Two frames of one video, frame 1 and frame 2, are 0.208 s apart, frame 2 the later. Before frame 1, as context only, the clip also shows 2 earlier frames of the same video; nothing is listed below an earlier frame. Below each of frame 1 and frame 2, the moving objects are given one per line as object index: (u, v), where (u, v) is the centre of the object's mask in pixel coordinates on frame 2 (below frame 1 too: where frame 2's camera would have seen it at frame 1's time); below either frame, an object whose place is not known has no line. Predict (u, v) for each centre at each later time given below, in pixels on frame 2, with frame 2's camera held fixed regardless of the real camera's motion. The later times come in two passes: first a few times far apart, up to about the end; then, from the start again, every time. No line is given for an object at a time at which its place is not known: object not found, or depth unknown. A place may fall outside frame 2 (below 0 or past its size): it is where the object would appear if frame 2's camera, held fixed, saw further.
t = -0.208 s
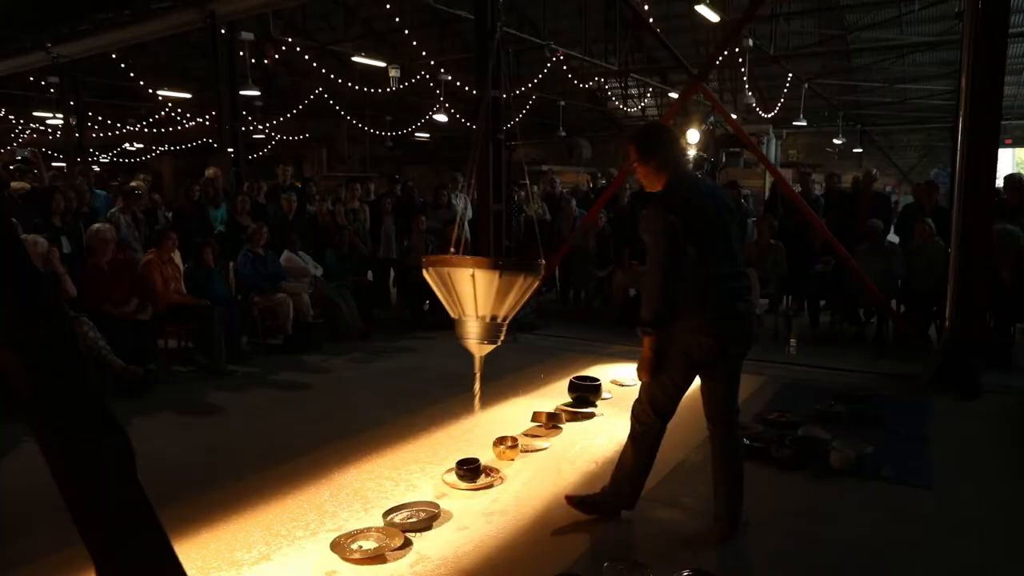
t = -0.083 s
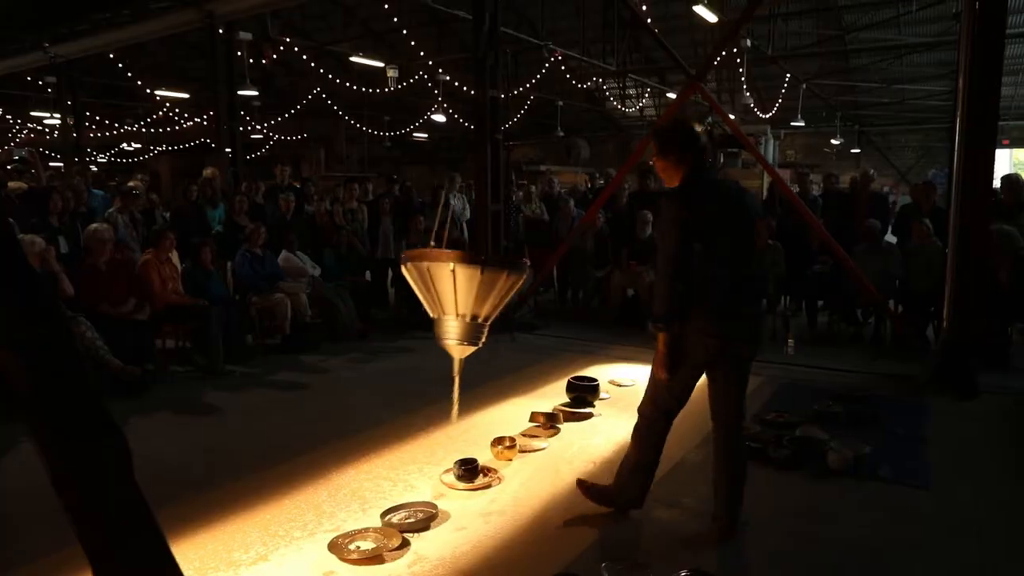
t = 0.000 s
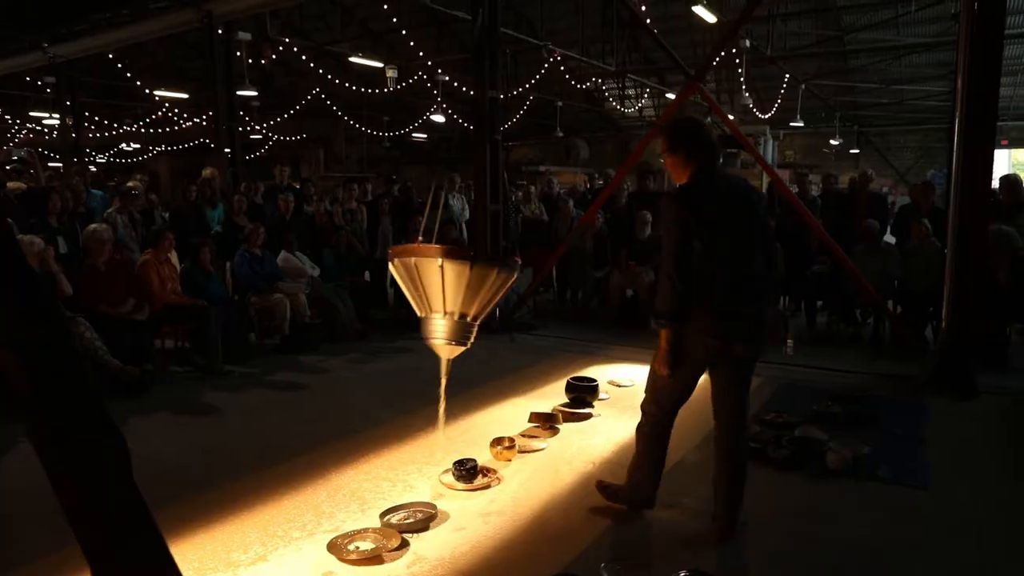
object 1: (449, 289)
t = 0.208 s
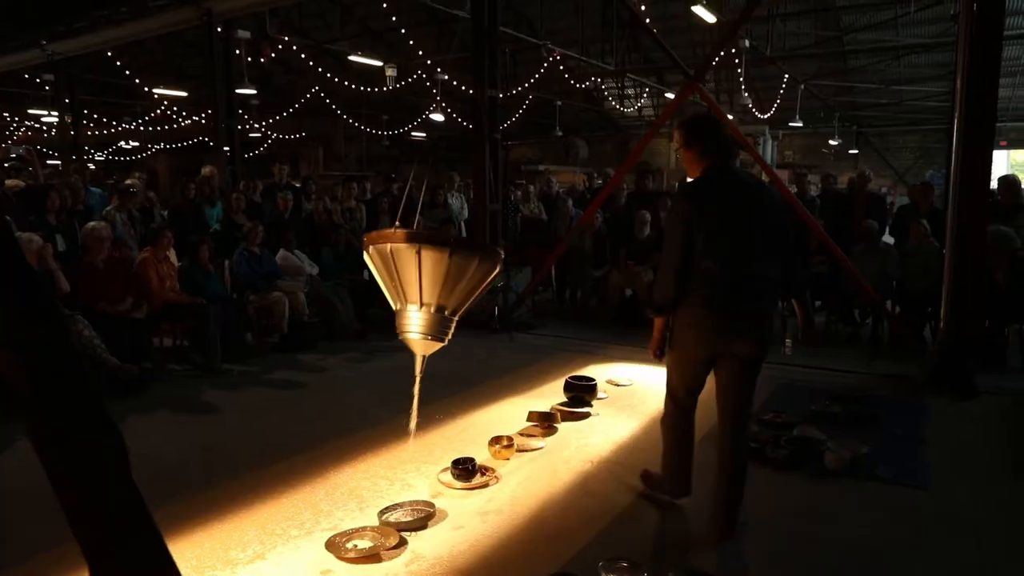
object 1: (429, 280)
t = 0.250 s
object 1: (426, 279)
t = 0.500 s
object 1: (420, 275)
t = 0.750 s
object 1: (433, 280)
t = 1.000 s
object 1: (463, 289)
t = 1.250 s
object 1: (499, 294)
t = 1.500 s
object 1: (531, 287)
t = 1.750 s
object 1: (558, 273)
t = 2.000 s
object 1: (573, 257)
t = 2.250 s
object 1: (580, 247)
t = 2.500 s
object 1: (579, 245)
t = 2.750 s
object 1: (569, 253)
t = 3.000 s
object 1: (554, 269)
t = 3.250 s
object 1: (526, 282)
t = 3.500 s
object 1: (495, 293)
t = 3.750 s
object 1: (463, 291)
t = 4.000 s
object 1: (435, 284)
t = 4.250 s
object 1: (424, 277)
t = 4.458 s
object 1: (429, 278)
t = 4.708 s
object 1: (451, 285)
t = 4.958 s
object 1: (482, 293)
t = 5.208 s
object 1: (517, 293)
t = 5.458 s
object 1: (545, 280)
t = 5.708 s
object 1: (565, 265)
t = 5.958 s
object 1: (576, 252)
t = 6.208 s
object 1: (578, 246)
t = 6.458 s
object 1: (573, 249)
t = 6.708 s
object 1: (561, 262)
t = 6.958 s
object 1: (540, 277)
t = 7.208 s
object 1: (512, 291)
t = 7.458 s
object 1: (480, 294)
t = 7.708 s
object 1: (449, 290)
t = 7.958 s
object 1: (432, 281)
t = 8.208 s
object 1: (430, 279)
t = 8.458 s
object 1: (445, 285)
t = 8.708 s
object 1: (476, 291)
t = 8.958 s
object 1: (509, 294)
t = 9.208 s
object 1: (537, 285)
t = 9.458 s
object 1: (559, 270)
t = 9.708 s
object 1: (572, 256)
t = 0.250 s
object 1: (426, 279)
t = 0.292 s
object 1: (424, 278)
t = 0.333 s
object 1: (422, 277)
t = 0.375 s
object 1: (420, 276)
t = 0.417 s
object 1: (419, 275)
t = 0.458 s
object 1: (419, 275)
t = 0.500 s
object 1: (420, 275)
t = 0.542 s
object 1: (421, 275)
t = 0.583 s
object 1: (422, 276)
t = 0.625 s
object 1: (424, 276)
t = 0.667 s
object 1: (427, 277)
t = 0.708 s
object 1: (430, 278)
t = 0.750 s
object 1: (433, 280)
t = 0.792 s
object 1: (438, 281)
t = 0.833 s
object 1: (442, 282)
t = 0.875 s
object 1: (447, 284)
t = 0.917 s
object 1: (452, 286)
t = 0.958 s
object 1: (457, 288)
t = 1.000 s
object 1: (463, 289)
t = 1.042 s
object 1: (469, 290)
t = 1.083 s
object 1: (475, 291)
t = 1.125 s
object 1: (481, 292)
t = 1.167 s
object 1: (487, 293)
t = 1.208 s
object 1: (493, 293)
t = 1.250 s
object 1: (499, 294)
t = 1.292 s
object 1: (505, 294)
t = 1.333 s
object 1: (511, 294)
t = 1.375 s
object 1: (516, 294)
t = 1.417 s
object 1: (521, 292)
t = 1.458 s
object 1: (526, 290)
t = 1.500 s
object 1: (531, 287)
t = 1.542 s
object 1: (536, 285)
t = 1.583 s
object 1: (540, 282)
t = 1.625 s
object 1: (544, 280)
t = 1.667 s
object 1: (548, 278)
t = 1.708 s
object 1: (552, 275)
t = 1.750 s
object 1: (558, 273)
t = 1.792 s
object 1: (561, 270)
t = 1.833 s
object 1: (564, 268)
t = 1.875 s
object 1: (567, 265)
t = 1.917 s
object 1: (569, 262)
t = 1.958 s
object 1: (572, 261)
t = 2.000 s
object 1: (573, 257)
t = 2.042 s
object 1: (575, 256)
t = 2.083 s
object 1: (577, 253)
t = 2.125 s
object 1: (578, 252)
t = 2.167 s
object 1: (579, 250)
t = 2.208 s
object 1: (580, 249)
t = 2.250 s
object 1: (580, 247)
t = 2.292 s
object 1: (580, 246)
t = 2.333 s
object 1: (580, 245)
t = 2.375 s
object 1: (580, 245)
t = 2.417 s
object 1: (580, 245)
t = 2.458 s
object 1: (579, 245)
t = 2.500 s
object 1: (579, 245)
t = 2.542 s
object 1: (578, 246)
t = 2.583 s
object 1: (577, 248)
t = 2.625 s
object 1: (574, 247)
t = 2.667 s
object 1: (573, 249)
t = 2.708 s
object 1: (572, 252)
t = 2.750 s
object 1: (569, 253)
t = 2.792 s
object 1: (567, 255)
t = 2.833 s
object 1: (566, 258)
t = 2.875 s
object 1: (563, 261)
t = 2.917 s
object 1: (560, 264)
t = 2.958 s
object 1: (557, 265)
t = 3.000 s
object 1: (554, 269)
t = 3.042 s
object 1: (549, 271)
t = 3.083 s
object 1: (545, 273)
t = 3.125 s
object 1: (541, 276)
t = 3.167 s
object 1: (537, 278)
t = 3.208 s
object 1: (532, 281)
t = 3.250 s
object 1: (526, 282)
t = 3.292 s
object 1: (522, 285)
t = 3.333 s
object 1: (517, 287)
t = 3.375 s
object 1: (511, 289)
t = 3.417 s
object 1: (506, 291)
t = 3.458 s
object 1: (501, 292)
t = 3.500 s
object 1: (495, 293)
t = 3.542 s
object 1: (490, 293)
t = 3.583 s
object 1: (485, 293)
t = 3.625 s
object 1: (479, 293)
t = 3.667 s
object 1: (473, 293)
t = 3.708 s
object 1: (467, 292)
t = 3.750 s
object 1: (463, 291)
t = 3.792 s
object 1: (457, 290)
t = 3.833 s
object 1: (451, 289)
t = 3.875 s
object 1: (447, 288)
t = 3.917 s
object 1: (442, 287)
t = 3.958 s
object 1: (439, 284)
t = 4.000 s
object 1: (435, 284)
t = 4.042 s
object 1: (432, 282)
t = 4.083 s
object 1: (430, 281)
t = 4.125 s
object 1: (428, 280)
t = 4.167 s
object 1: (426, 279)
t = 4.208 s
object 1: (425, 278)
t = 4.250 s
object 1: (424, 277)
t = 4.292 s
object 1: (424, 277)
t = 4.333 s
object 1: (424, 276)
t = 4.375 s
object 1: (426, 277)
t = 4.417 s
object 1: (427, 277)
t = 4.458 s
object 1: (429, 278)
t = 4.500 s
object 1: (432, 278)
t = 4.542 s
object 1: (434, 280)
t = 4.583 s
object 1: (438, 281)
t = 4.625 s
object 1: (442, 282)
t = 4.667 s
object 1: (447, 283)
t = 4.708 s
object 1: (451, 285)
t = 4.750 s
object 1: (456, 287)
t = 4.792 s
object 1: (461, 287)
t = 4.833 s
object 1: (466, 289)
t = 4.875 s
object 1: (471, 291)
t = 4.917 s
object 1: (477, 292)
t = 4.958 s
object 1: (482, 293)
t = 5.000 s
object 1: (489, 294)
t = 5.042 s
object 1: (494, 294)
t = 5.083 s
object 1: (500, 294)
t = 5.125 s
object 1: (506, 294)
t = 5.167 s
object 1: (512, 294)
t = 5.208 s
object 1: (517, 293)
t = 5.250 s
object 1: (522, 292)
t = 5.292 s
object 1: (527, 290)
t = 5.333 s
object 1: (532, 287)
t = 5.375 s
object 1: (536, 285)
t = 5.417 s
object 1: (541, 282)
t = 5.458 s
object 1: (545, 280)
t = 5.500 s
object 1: (548, 277)
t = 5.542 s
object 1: (552, 275)
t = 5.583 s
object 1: (556, 272)
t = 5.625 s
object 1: (559, 270)
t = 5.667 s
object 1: (562, 267)
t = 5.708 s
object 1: (565, 265)
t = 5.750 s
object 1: (568, 263)
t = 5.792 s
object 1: (570, 260)
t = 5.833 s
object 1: (572, 258)
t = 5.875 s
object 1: (574, 256)
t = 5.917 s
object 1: (575, 254)
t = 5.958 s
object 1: (576, 252)
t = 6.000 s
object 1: (578, 251)
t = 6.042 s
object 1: (579, 250)
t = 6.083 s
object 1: (578, 247)
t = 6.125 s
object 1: (578, 247)
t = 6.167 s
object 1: (578, 246)
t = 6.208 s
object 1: (578, 246)
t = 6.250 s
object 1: (578, 246)
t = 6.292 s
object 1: (578, 247)
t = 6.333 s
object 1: (577, 247)
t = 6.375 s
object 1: (576, 247)
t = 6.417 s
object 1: (575, 248)
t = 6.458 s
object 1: (573, 249)
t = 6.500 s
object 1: (572, 251)
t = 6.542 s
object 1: (570, 254)
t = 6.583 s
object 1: (568, 254)
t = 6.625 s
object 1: (566, 257)
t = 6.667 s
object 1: (564, 260)
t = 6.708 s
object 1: (561, 262)
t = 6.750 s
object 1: (558, 264)
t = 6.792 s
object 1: (555, 267)
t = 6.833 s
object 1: (552, 269)
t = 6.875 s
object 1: (548, 272)
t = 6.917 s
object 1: (544, 274)
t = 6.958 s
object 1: (540, 277)
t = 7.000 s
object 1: (536, 280)
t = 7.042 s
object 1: (532, 283)
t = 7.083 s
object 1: (527, 285)
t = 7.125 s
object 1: (522, 287)
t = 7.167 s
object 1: (517, 289)
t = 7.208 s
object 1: (512, 291)
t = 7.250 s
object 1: (507, 292)
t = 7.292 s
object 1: (502, 293)
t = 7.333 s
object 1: (496, 294)
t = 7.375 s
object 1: (491, 294)
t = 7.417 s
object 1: (486, 295)
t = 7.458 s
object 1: (480, 294)
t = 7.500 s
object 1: (475, 294)
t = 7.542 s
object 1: (470, 294)
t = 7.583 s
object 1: (464, 293)
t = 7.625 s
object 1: (458, 293)
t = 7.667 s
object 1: (454, 291)
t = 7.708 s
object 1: (449, 290)
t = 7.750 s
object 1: (446, 289)
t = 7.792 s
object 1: (442, 288)
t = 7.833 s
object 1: (439, 285)
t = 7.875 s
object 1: (436, 284)
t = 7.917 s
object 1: (434, 283)
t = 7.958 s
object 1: (432, 281)
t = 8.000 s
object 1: (430, 280)
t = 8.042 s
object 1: (429, 279)
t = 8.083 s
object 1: (428, 279)
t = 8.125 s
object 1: (428, 279)
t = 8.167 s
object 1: (429, 278)
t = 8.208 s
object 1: (430, 279)
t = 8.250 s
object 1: (431, 279)
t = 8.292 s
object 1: (433, 280)
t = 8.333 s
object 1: (436, 281)
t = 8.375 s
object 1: (439, 281)
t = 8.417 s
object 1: (442, 283)
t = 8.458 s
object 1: (445, 285)
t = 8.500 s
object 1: (450, 286)
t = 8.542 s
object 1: (455, 287)
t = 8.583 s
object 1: (460, 289)
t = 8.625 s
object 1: (465, 290)
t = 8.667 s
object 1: (470, 290)
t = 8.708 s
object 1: (476, 291)
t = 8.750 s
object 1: (481, 292)
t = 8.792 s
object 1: (487, 293)
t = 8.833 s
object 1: (492, 295)
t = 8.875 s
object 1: (498, 295)
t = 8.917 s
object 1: (503, 295)
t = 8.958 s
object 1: (509, 294)
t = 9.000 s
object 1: (514, 294)
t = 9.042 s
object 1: (520, 293)
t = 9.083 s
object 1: (524, 291)
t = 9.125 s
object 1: (529, 290)
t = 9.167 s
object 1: (533, 287)
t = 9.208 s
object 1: (537, 285)
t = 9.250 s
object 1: (541, 282)
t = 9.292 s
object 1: (545, 280)
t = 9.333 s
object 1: (549, 278)
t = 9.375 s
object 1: (552, 275)
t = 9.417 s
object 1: (556, 273)
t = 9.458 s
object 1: (559, 270)
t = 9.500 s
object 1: (561, 267)
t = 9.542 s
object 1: (563, 264)
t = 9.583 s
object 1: (566, 263)
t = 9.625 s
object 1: (569, 261)
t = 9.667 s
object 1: (570, 258)
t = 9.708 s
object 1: (572, 256)
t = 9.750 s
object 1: (574, 255)
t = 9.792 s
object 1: (574, 252)
